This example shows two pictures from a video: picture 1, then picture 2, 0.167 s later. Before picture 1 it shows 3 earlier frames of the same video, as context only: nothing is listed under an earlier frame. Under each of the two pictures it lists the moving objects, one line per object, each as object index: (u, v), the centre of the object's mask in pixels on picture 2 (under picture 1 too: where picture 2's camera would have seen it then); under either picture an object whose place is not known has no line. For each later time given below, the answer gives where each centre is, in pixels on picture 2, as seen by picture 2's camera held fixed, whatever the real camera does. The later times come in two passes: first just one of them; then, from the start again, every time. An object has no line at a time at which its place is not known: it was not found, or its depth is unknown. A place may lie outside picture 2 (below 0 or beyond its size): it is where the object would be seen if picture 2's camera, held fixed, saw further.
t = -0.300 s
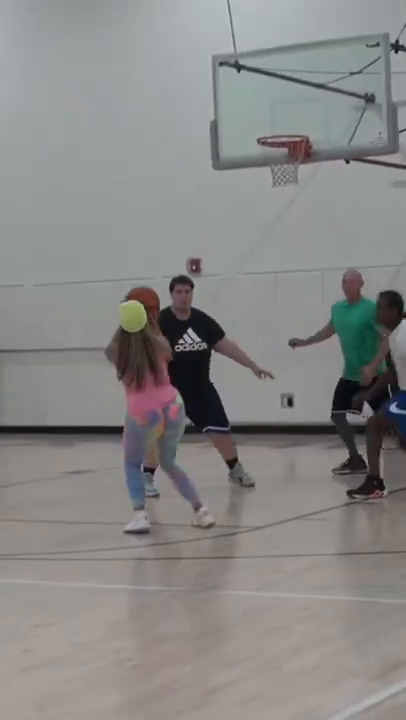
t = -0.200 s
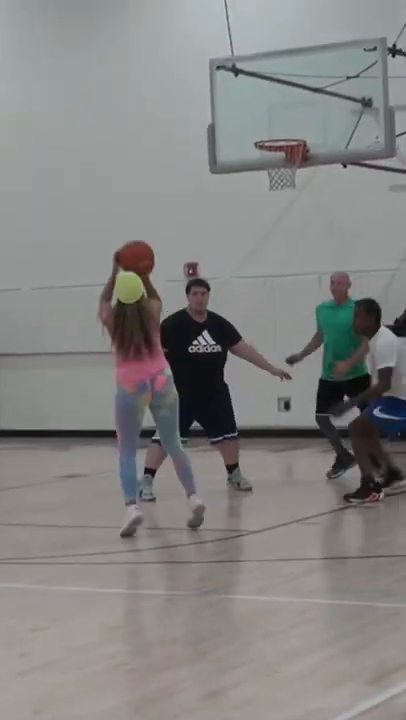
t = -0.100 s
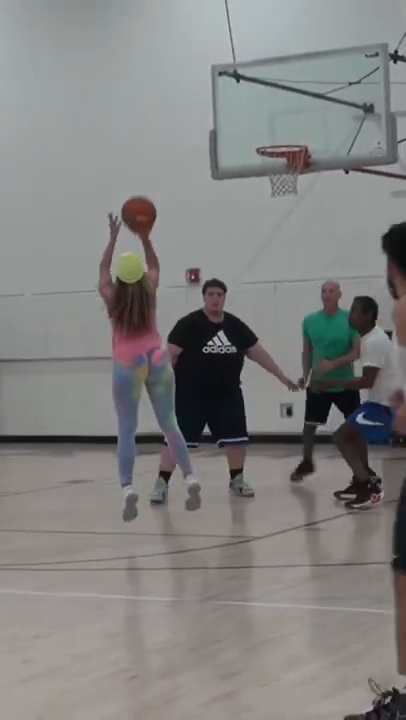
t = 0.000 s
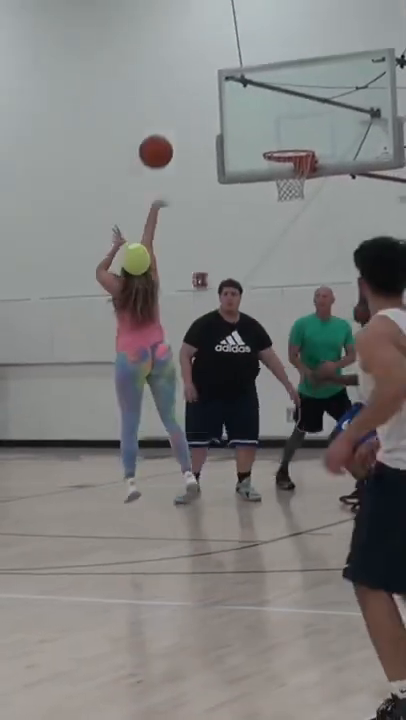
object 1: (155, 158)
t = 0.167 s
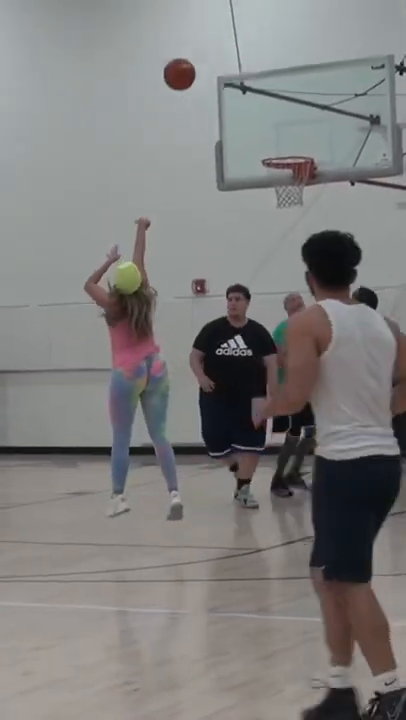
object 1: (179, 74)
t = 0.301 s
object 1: (196, 38)
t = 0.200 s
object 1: (184, 62)
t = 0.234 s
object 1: (189, 53)
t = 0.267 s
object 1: (192, 45)
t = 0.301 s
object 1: (196, 38)
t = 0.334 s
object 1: (200, 33)
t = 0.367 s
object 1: (205, 29)
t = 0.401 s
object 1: (209, 27)
